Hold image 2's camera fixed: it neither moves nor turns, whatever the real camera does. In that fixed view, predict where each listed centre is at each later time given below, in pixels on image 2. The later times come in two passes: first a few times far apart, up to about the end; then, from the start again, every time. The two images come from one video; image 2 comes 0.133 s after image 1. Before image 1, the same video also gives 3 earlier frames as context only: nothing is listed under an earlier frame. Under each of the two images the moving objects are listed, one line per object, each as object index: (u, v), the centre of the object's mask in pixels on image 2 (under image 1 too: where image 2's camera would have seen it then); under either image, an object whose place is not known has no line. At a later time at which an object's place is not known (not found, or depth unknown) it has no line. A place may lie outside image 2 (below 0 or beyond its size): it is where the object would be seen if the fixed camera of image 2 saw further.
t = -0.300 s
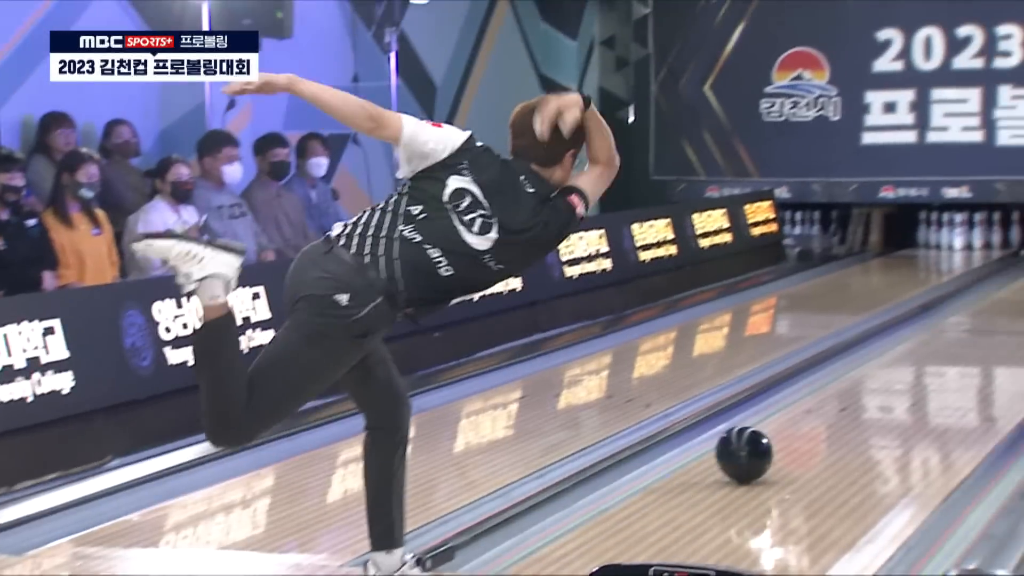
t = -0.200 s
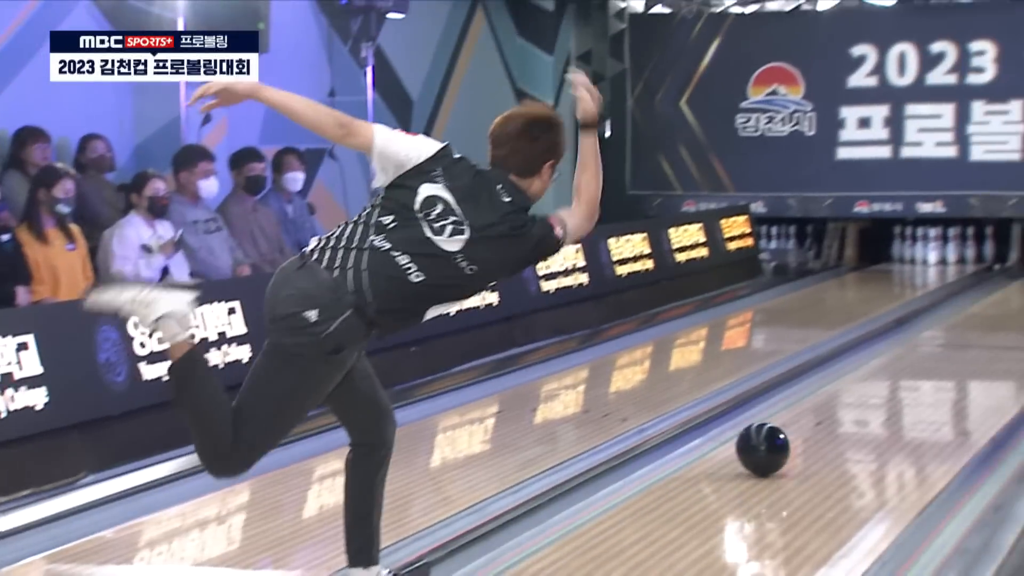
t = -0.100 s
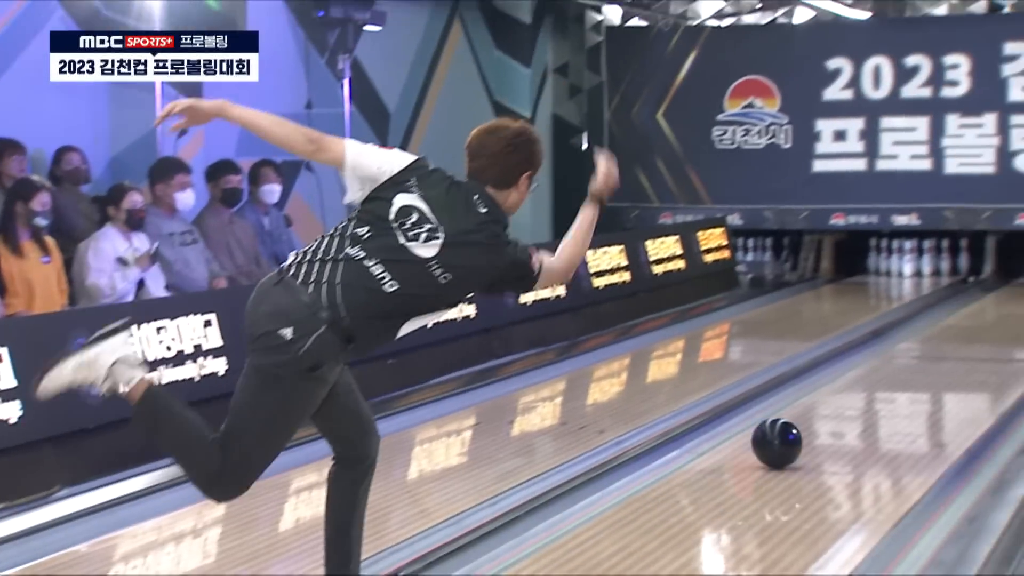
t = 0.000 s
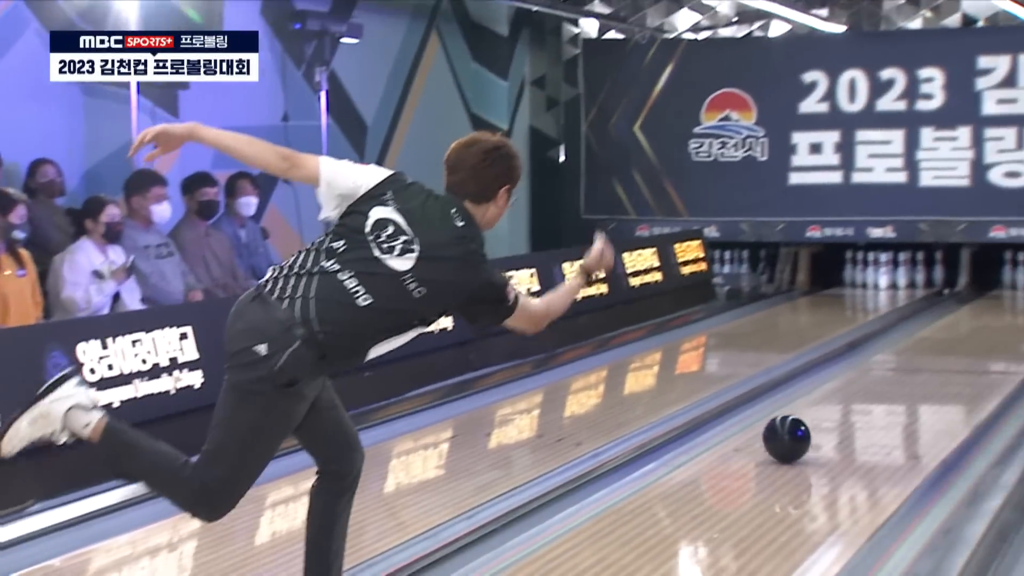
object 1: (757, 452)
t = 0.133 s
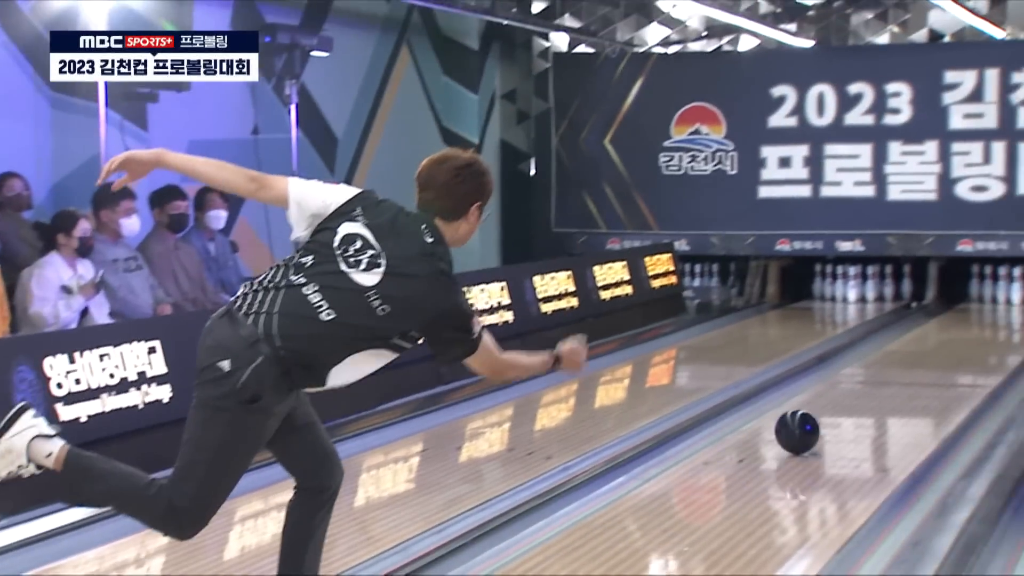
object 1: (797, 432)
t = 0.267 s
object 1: (832, 414)
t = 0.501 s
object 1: (882, 388)
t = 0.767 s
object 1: (929, 366)
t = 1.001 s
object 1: (964, 350)
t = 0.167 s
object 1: (808, 427)
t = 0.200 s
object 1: (813, 424)
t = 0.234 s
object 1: (822, 419)
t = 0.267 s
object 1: (832, 414)
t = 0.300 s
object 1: (837, 412)
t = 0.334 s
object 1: (846, 407)
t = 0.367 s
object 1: (854, 403)
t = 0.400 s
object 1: (863, 398)
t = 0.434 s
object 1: (867, 396)
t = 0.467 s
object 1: (875, 392)
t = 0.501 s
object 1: (882, 388)
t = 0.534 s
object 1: (886, 387)
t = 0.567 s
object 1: (893, 383)
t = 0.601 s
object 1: (900, 380)
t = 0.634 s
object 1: (907, 376)
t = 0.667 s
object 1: (911, 374)
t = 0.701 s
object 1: (917, 371)
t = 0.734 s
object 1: (923, 368)
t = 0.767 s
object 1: (929, 366)
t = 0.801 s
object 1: (932, 364)
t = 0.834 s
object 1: (938, 362)
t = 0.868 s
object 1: (944, 359)
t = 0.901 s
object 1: (947, 357)
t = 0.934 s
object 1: (953, 355)
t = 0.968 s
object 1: (958, 352)
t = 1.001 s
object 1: (964, 350)
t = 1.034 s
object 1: (967, 349)
